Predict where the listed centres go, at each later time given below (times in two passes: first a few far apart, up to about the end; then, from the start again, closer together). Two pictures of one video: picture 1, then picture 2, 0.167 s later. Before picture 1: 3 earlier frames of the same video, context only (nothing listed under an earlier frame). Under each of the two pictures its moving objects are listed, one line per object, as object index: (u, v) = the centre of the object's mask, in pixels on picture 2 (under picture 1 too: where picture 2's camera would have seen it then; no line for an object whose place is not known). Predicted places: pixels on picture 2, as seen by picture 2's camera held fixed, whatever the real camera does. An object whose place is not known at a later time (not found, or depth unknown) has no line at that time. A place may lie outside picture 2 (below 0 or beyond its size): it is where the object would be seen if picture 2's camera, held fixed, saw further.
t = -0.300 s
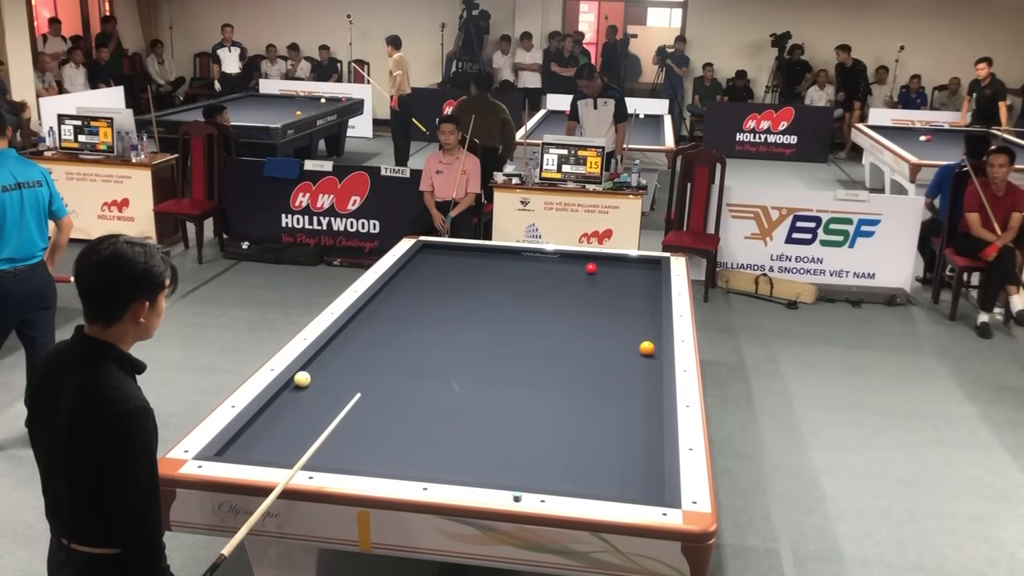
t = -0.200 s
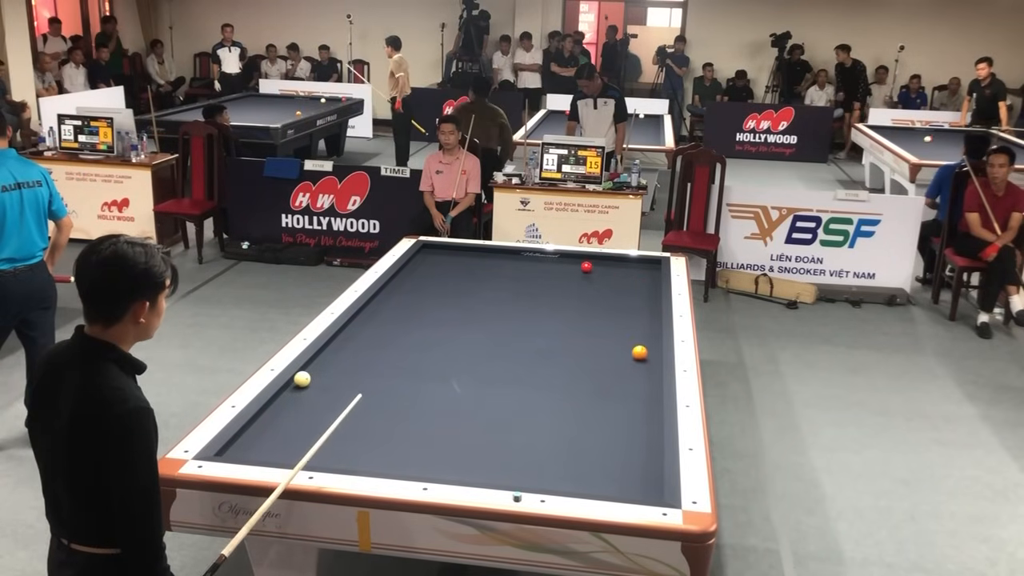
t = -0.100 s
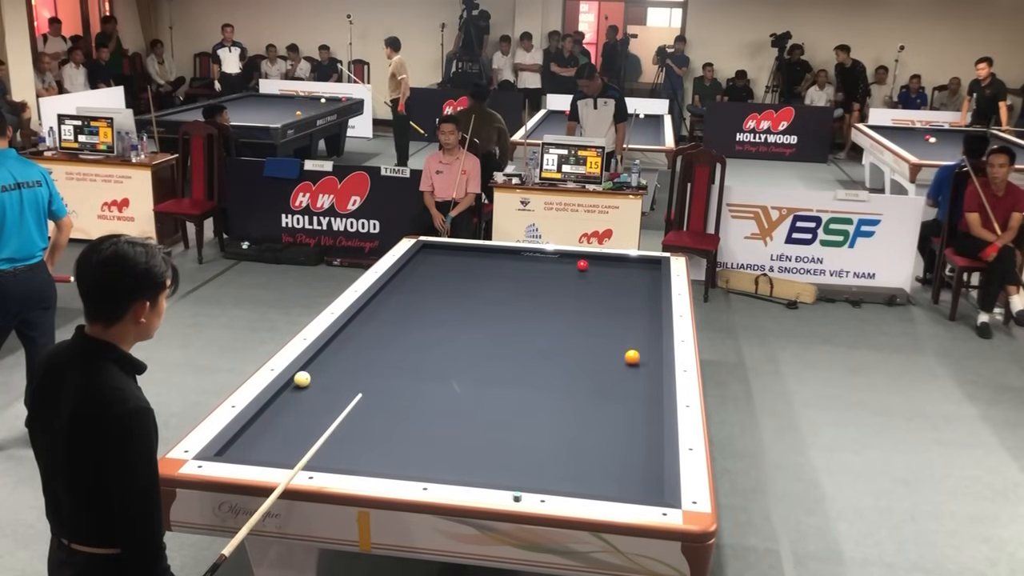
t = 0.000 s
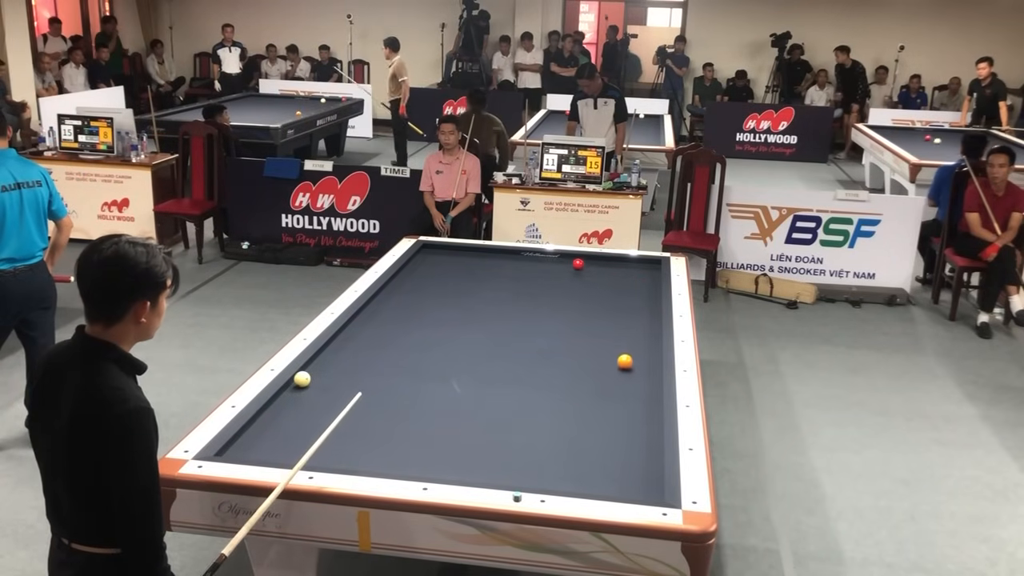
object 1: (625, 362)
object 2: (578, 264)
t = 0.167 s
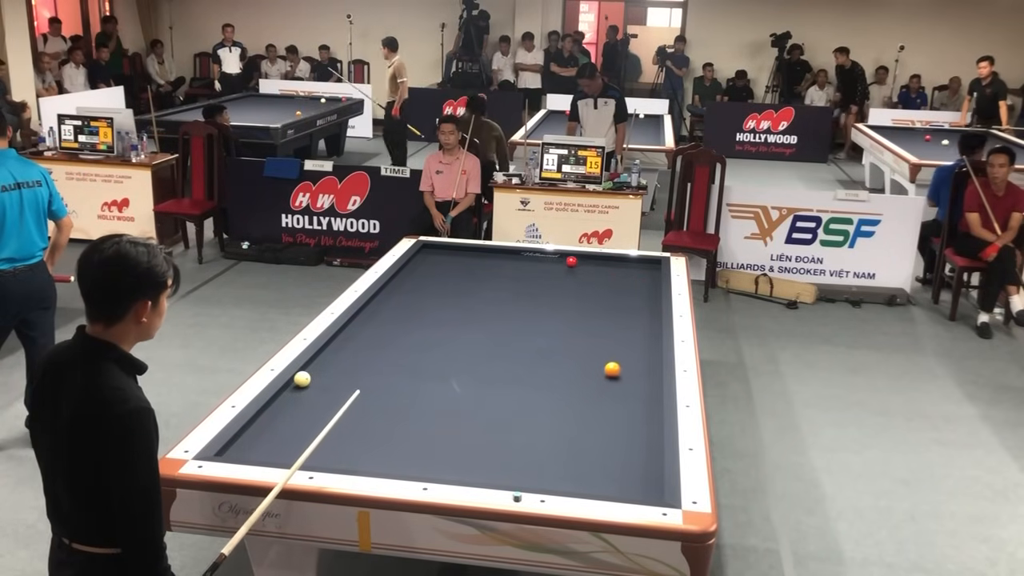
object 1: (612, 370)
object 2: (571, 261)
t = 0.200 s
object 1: (609, 372)
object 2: (570, 261)
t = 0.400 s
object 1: (593, 382)
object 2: (562, 258)
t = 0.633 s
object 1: (574, 394)
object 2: (553, 254)
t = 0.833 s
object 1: (556, 405)
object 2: (546, 254)
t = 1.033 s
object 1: (538, 416)
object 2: (538, 254)
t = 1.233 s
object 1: (519, 428)
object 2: (531, 255)
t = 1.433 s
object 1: (499, 441)
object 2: (525, 256)
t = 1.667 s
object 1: (475, 456)
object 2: (517, 256)
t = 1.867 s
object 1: (453, 469)
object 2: (511, 257)
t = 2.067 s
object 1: (435, 468)
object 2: (504, 257)
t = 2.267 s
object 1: (420, 459)
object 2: (498, 258)
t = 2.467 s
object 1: (408, 450)
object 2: (493, 258)
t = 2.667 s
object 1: (395, 441)
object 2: (487, 259)
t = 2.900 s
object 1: (381, 431)
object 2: (481, 259)
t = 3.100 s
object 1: (370, 423)
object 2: (476, 260)
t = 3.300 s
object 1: (360, 416)
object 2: (472, 260)
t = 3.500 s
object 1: (349, 409)
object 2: (467, 261)
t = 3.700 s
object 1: (340, 402)
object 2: (463, 261)
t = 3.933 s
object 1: (330, 395)
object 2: (458, 262)
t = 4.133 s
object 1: (321, 389)
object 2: (455, 262)
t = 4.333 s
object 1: (314, 384)
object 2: (452, 262)
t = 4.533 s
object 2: (448, 262)
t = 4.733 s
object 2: (446, 263)
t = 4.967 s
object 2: (443, 263)
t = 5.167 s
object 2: (441, 263)
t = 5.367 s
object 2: (439, 263)
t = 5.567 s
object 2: (437, 263)
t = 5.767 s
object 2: (436, 263)
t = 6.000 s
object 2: (435, 263)
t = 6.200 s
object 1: (349, 370)
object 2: (434, 264)
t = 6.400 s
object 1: (352, 369)
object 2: (434, 264)
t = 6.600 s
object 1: (354, 369)
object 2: (434, 264)
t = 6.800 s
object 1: (356, 368)
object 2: (434, 264)
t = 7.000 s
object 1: (357, 368)
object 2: (434, 264)
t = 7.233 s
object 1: (358, 368)
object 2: (434, 264)
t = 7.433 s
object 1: (359, 368)
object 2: (434, 264)
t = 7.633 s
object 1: (362, 365)
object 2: (434, 264)
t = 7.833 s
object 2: (434, 264)
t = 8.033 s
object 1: (359, 365)
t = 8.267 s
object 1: (360, 367)
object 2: (434, 264)
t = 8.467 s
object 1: (360, 367)
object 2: (434, 264)
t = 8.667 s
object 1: (360, 367)
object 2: (434, 264)
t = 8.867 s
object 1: (360, 367)
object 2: (434, 264)
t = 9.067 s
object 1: (360, 367)
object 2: (434, 264)
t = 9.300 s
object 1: (360, 368)
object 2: (434, 264)
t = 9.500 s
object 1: (360, 368)
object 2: (434, 264)
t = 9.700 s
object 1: (360, 368)
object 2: (434, 264)
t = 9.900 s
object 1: (360, 368)
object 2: (434, 264)
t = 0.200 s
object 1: (609, 372)
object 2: (570, 261)
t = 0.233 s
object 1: (607, 374)
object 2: (568, 260)
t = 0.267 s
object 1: (604, 375)
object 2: (567, 259)
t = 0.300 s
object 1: (601, 377)
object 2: (566, 259)
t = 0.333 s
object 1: (599, 378)
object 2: (565, 259)
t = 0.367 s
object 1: (596, 380)
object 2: (563, 258)
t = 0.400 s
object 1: (593, 382)
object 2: (562, 258)
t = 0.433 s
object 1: (591, 383)
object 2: (561, 257)
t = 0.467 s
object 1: (588, 385)
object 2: (560, 256)
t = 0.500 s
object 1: (585, 387)
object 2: (558, 256)
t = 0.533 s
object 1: (582, 388)
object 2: (557, 255)
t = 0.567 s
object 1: (579, 390)
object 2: (556, 255)
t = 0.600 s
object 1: (577, 392)
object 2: (555, 255)
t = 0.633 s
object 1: (574, 394)
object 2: (553, 254)
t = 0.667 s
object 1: (571, 396)
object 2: (552, 254)
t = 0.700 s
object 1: (568, 397)
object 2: (551, 254)
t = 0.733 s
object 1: (565, 399)
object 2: (549, 254)
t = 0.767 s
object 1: (562, 401)
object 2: (548, 254)
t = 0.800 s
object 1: (559, 403)
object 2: (547, 254)
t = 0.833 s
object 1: (556, 405)
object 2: (546, 254)
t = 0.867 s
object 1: (553, 407)
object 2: (545, 254)
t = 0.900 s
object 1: (550, 409)
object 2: (543, 254)
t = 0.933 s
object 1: (547, 410)
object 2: (543, 254)
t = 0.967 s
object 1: (544, 412)
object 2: (542, 254)
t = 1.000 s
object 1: (541, 414)
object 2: (539, 254)
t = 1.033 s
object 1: (538, 416)
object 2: (538, 254)
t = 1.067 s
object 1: (535, 418)
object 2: (537, 254)
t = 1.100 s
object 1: (532, 420)
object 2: (536, 255)
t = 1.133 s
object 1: (528, 422)
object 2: (536, 255)
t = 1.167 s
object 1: (525, 424)
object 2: (535, 255)
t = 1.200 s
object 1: (522, 426)
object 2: (533, 255)
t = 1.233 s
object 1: (519, 428)
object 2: (531, 255)
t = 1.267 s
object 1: (516, 430)
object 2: (530, 255)
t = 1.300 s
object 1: (513, 432)
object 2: (529, 255)
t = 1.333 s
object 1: (509, 434)
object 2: (528, 255)
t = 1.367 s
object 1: (506, 436)
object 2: (527, 255)
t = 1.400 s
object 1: (502, 439)
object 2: (526, 255)
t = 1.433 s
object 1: (499, 441)
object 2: (525, 256)
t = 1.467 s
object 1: (496, 443)
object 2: (524, 256)
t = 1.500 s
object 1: (492, 445)
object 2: (523, 256)
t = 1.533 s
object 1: (489, 447)
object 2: (521, 256)
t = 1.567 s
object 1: (486, 449)
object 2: (520, 256)
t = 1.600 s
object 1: (482, 451)
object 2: (519, 256)
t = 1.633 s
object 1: (478, 454)
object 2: (518, 256)
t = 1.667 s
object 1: (475, 456)
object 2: (517, 256)
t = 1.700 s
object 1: (471, 458)
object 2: (516, 256)
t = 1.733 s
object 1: (468, 461)
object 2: (515, 257)
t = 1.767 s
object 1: (464, 463)
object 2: (514, 257)
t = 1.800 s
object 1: (461, 465)
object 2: (513, 257)
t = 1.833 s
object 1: (457, 467)
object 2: (512, 257)
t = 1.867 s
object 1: (453, 469)
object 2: (511, 257)
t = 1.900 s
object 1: (450, 470)
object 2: (510, 257)
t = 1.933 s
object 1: (446, 472)
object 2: (509, 257)
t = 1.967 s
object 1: (442, 472)
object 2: (507, 257)
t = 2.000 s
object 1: (440, 471)
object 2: (506, 257)
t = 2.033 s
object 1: (437, 469)
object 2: (505, 257)
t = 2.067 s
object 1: (435, 468)
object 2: (504, 257)
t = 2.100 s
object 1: (433, 467)
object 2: (503, 258)
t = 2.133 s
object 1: (430, 466)
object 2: (502, 258)
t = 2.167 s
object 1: (428, 464)
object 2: (501, 258)
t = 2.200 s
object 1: (425, 463)
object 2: (500, 258)
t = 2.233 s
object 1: (423, 461)
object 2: (499, 258)
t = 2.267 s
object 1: (420, 459)
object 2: (498, 258)
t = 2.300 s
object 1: (418, 458)
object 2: (498, 258)
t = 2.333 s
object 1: (416, 456)
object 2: (496, 258)
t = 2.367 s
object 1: (414, 454)
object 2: (496, 258)
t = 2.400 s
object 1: (412, 453)
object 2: (495, 258)
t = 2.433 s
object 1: (410, 451)
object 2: (494, 258)
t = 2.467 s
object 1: (408, 450)
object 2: (493, 258)
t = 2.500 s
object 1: (405, 448)
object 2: (492, 258)
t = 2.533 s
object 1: (403, 447)
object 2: (491, 258)
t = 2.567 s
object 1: (401, 445)
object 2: (490, 258)
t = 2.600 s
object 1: (399, 444)
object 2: (489, 258)
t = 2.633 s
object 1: (397, 442)
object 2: (488, 259)
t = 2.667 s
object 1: (395, 441)
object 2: (487, 259)
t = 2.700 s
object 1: (393, 440)
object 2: (486, 259)
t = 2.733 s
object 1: (391, 438)
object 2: (486, 259)
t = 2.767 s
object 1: (389, 437)
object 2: (485, 259)
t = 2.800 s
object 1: (387, 435)
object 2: (484, 259)
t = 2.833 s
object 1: (385, 434)
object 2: (483, 259)
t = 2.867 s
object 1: (383, 432)
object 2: (482, 259)
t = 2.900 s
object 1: (381, 431)
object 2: (481, 259)
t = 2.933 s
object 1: (379, 430)
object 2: (480, 260)
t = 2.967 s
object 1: (377, 428)
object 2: (479, 260)
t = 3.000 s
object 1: (375, 427)
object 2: (479, 260)
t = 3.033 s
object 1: (373, 426)
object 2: (478, 260)
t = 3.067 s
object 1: (372, 425)
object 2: (477, 260)
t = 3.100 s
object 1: (370, 423)
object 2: (476, 260)
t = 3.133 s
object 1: (368, 422)
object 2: (476, 260)
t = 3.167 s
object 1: (366, 421)
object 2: (475, 260)
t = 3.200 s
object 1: (365, 420)
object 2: (474, 260)
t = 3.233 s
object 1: (363, 418)
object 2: (473, 260)
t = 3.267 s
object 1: (361, 417)
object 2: (472, 260)
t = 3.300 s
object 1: (360, 416)
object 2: (472, 260)
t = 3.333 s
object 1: (358, 415)
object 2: (471, 260)
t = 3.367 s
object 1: (356, 414)
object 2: (470, 261)
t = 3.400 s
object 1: (354, 413)
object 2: (469, 261)
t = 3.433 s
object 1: (353, 411)
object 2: (469, 261)
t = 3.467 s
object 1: (351, 410)
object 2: (468, 261)
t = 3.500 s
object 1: (349, 409)
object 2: (467, 261)
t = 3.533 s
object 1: (348, 408)
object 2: (466, 261)
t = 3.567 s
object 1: (346, 407)
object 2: (466, 261)
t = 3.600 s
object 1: (345, 406)
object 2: (465, 261)
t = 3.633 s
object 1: (343, 404)
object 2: (465, 261)
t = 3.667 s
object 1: (342, 404)
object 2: (464, 261)
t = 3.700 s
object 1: (340, 402)
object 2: (463, 261)
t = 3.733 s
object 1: (339, 401)
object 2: (462, 261)
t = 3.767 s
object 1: (337, 400)
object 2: (462, 261)
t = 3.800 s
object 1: (336, 399)
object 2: (461, 261)
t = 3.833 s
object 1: (334, 398)
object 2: (460, 262)
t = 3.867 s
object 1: (333, 397)
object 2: (460, 261)
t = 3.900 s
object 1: (331, 396)
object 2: (459, 262)
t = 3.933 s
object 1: (330, 395)
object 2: (458, 262)
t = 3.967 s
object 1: (329, 394)
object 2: (458, 262)
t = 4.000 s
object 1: (327, 393)
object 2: (457, 262)
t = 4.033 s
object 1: (326, 392)
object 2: (457, 262)
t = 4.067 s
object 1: (324, 391)
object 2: (456, 262)
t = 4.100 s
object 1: (323, 390)
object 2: (455, 262)
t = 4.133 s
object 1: (321, 389)
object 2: (455, 262)
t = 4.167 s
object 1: (320, 388)
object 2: (454, 262)
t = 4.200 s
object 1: (319, 387)
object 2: (454, 262)
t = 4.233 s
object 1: (318, 386)
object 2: (453, 262)
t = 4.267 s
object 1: (316, 386)
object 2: (453, 262)
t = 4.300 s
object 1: (315, 385)
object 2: (452, 262)
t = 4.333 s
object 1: (314, 384)
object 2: (452, 262)
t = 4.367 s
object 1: (314, 383)
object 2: (451, 262)
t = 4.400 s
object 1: (314, 383)
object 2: (451, 262)
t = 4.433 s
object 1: (314, 382)
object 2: (450, 262)
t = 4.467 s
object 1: (317, 381)
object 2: (450, 262)
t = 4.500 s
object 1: (319, 377)
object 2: (449, 262)
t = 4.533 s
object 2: (448, 262)
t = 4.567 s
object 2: (448, 262)
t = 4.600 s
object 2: (448, 262)
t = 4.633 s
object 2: (447, 262)
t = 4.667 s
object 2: (447, 263)
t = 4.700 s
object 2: (446, 263)
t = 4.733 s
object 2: (446, 263)
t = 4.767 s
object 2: (446, 263)
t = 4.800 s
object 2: (445, 263)
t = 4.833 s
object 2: (445, 263)
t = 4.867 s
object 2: (444, 263)
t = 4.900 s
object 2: (444, 263)
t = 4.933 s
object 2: (443, 263)
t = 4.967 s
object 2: (443, 263)
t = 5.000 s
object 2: (443, 263)
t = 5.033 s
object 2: (442, 263)
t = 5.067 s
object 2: (442, 263)
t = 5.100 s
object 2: (442, 263)
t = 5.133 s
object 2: (441, 263)
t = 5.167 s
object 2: (441, 263)
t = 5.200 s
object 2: (440, 263)
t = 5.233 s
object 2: (440, 263)
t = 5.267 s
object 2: (440, 263)
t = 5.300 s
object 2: (440, 263)
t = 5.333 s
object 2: (439, 263)
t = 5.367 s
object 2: (439, 263)
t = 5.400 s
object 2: (439, 263)
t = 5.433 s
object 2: (438, 263)
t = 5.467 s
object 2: (438, 263)
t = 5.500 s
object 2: (438, 263)
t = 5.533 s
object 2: (438, 263)
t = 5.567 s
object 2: (437, 263)
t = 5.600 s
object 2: (437, 263)
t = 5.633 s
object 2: (437, 263)
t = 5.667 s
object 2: (436, 263)
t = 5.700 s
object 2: (436, 263)
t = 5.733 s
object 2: (436, 263)
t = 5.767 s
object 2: (436, 263)
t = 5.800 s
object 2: (436, 263)
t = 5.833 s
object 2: (435, 263)
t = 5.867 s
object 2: (435, 263)
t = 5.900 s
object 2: (435, 263)
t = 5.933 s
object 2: (435, 263)
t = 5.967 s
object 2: (435, 263)
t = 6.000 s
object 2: (435, 263)
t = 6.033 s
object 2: (435, 263)
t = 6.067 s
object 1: (352, 367)
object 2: (434, 263)
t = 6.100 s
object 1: (350, 369)
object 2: (434, 264)
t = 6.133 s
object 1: (349, 370)
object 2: (434, 263)
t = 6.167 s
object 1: (349, 370)
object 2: (434, 263)
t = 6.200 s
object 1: (349, 370)
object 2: (434, 264)
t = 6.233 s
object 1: (350, 370)
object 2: (434, 264)
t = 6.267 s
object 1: (350, 370)
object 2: (434, 264)
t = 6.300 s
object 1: (351, 370)
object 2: (434, 264)
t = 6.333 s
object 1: (351, 370)
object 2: (434, 264)
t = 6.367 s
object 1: (351, 370)
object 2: (434, 264)
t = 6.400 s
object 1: (352, 369)
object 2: (434, 264)
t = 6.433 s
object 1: (352, 369)
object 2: (434, 264)
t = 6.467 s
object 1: (353, 369)
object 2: (434, 264)
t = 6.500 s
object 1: (353, 369)
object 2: (434, 264)
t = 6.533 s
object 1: (353, 369)
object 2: (434, 264)
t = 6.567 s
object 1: (354, 368)
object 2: (434, 264)
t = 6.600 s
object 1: (354, 369)
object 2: (434, 264)
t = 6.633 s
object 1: (354, 368)
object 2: (434, 264)
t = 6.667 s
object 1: (355, 368)
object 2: (434, 264)
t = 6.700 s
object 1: (355, 369)
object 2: (434, 264)
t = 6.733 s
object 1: (355, 369)
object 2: (434, 264)
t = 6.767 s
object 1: (356, 368)
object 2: (434, 264)
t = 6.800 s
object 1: (356, 368)
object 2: (434, 264)
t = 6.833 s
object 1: (356, 368)
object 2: (434, 264)
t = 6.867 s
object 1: (356, 368)
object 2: (434, 264)
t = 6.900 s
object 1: (357, 368)
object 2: (434, 264)
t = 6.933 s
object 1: (357, 368)
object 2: (434, 264)
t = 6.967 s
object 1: (357, 368)
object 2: (434, 264)
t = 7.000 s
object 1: (357, 368)
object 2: (434, 264)
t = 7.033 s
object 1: (357, 368)
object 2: (434, 264)
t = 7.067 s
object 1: (358, 368)
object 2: (434, 264)
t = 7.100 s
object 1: (358, 367)
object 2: (434, 264)
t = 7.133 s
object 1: (358, 368)
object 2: (434, 264)
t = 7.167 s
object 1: (358, 368)
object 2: (434, 264)
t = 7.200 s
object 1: (358, 368)
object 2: (434, 264)
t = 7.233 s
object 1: (358, 368)
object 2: (434, 264)
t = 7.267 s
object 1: (358, 368)
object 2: (434, 264)
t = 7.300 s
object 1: (359, 368)
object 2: (434, 264)
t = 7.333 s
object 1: (359, 368)
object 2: (434, 264)
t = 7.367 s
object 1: (359, 368)
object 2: (434, 264)
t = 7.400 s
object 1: (359, 368)
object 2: (434, 264)
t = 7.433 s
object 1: (359, 368)
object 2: (434, 264)
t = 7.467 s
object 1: (359, 368)
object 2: (434, 264)
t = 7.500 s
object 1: (359, 367)
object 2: (434, 264)
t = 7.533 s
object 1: (359, 367)
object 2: (434, 264)
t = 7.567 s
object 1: (360, 367)
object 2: (434, 264)
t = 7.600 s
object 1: (361, 367)
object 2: (434, 264)
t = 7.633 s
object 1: (362, 365)
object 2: (434, 264)
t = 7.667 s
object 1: (363, 362)
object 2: (434, 264)
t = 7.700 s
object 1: (363, 361)
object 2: (434, 264)
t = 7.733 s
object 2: (434, 264)
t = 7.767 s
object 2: (434, 264)
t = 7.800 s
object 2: (434, 264)
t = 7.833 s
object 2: (434, 264)
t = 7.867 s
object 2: (434, 264)
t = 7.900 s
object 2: (434, 263)
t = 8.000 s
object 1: (358, 361)
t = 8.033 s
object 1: (359, 365)
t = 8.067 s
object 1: (360, 367)
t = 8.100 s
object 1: (360, 367)
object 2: (431, 262)
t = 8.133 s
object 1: (360, 367)
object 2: (434, 263)
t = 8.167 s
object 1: (360, 367)
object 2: (434, 264)
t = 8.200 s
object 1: (360, 367)
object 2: (434, 264)
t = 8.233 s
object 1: (360, 367)
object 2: (434, 264)
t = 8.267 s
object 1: (360, 367)
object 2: (434, 264)
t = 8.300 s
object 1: (360, 367)
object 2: (434, 264)
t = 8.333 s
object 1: (360, 367)
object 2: (434, 264)
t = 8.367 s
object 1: (360, 367)
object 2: (434, 264)
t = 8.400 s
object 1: (360, 367)
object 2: (434, 264)
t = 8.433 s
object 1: (360, 367)
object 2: (434, 264)
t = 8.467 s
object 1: (360, 367)
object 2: (434, 264)
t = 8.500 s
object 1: (360, 367)
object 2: (434, 264)
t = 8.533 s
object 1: (360, 367)
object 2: (434, 264)
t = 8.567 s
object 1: (360, 367)
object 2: (434, 264)
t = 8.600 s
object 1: (360, 367)
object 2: (434, 264)
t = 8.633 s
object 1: (360, 367)
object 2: (434, 264)
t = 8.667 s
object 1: (360, 367)
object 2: (434, 264)
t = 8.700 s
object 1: (360, 367)
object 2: (434, 264)
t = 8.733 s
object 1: (360, 367)
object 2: (434, 264)
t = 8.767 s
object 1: (360, 367)
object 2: (434, 264)
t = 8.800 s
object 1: (360, 367)
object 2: (434, 264)
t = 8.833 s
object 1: (360, 367)
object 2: (434, 264)
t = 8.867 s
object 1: (360, 367)
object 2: (434, 264)
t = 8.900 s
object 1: (360, 367)
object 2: (434, 264)
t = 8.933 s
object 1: (360, 367)
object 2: (434, 264)
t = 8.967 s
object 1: (360, 367)
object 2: (434, 264)
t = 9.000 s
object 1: (360, 367)
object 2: (434, 264)
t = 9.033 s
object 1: (360, 368)
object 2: (434, 264)
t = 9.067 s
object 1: (360, 367)
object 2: (434, 264)
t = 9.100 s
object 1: (360, 367)
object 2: (434, 264)
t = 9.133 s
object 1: (360, 368)
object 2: (434, 264)
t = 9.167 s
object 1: (360, 367)
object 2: (434, 264)
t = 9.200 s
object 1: (360, 368)
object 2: (434, 264)
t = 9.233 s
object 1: (360, 367)
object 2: (434, 264)
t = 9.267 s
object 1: (360, 368)
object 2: (434, 264)
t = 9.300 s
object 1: (360, 368)
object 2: (434, 264)
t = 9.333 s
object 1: (360, 368)
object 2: (434, 264)
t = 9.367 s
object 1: (360, 368)
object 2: (434, 264)
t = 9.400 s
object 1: (360, 368)
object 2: (434, 264)
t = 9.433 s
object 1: (360, 368)
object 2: (434, 264)
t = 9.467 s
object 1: (360, 368)
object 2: (434, 264)
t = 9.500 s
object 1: (360, 368)
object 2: (434, 264)
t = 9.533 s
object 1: (360, 368)
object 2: (434, 264)
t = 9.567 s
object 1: (360, 368)
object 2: (434, 264)
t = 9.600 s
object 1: (360, 368)
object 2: (434, 264)
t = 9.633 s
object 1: (360, 368)
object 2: (434, 264)
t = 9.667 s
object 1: (360, 368)
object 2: (434, 264)
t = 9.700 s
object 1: (360, 368)
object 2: (434, 264)
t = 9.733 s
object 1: (360, 368)
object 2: (434, 264)
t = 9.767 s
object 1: (360, 368)
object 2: (434, 264)
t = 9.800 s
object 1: (360, 368)
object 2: (434, 264)
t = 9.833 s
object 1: (360, 368)
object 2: (434, 264)
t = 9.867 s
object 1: (360, 368)
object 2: (434, 264)
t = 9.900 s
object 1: (360, 368)
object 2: (434, 264)
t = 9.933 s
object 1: (360, 368)
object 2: (434, 264)
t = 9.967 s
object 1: (360, 368)
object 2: (434, 264)
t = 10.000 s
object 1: (360, 368)
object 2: (434, 264)
